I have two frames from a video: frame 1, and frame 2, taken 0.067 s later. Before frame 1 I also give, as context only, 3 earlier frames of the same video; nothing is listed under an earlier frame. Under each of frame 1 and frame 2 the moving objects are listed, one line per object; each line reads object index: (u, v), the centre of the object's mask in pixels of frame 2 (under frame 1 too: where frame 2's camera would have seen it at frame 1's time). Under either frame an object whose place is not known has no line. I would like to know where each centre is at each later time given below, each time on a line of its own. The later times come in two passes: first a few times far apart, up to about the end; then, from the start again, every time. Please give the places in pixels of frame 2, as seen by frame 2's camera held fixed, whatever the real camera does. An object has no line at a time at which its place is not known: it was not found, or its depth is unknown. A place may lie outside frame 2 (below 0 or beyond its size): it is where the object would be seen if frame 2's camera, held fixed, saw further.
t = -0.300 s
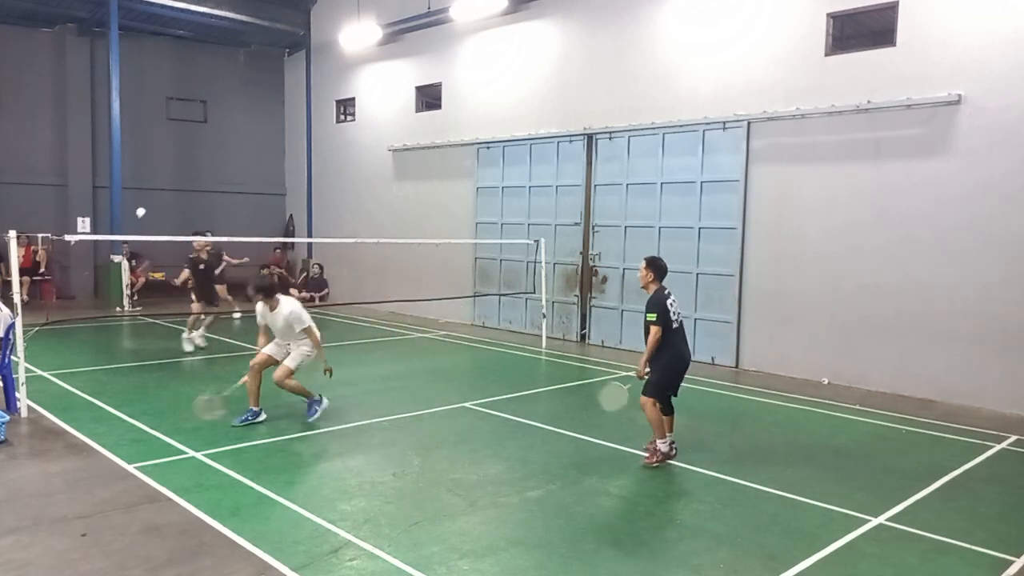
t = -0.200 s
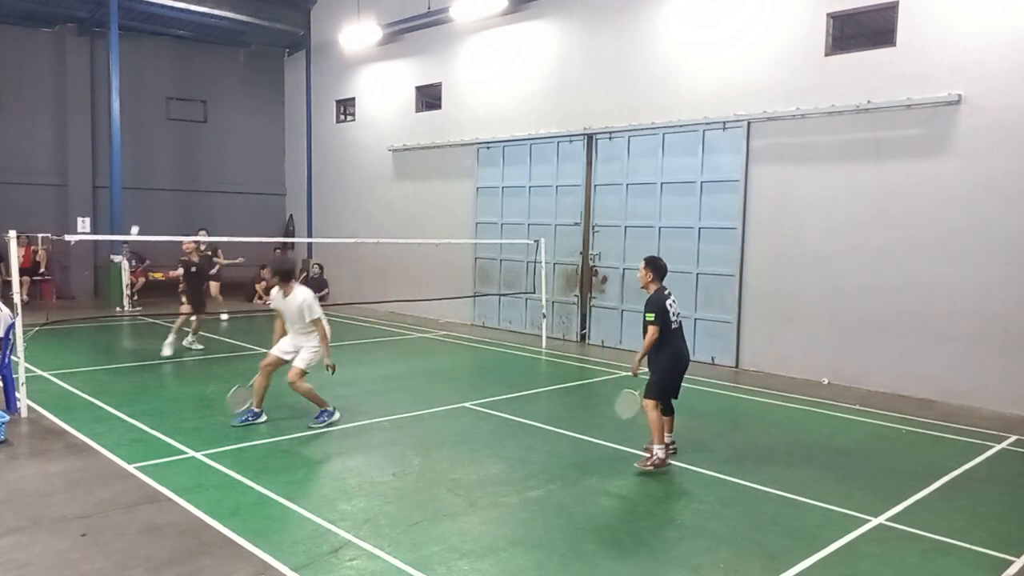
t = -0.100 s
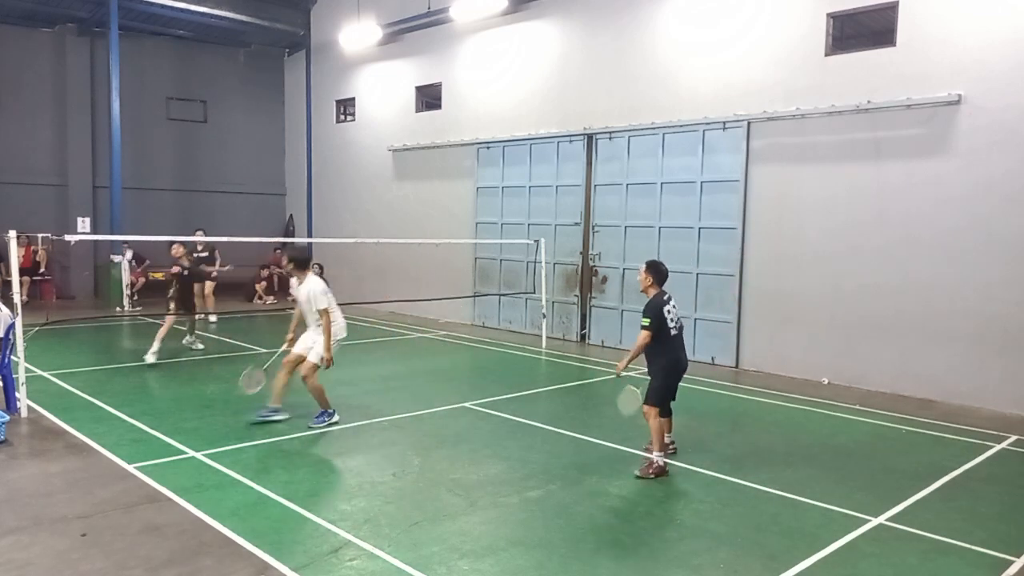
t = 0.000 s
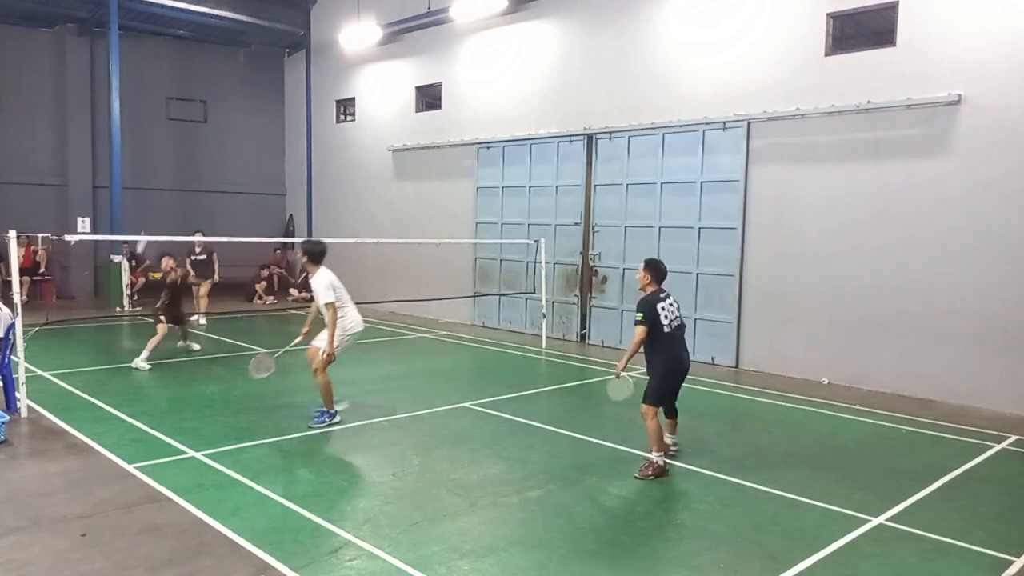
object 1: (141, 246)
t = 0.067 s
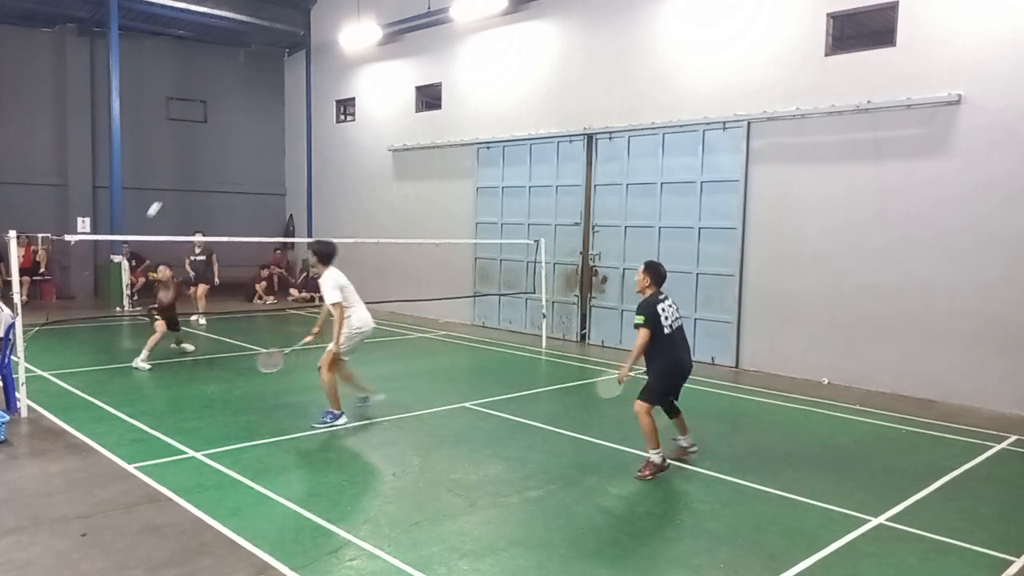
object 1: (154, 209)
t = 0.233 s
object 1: (198, 158)
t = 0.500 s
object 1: (264, 149)
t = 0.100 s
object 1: (164, 198)
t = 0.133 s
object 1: (174, 187)
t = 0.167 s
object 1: (182, 176)
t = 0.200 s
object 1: (189, 166)
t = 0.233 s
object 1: (198, 158)
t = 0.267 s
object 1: (206, 153)
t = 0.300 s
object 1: (215, 148)
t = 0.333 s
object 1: (223, 145)
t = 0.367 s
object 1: (231, 143)
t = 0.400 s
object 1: (239, 142)
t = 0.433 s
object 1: (247, 143)
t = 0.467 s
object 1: (256, 145)
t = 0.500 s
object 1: (264, 149)
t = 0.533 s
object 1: (273, 154)
